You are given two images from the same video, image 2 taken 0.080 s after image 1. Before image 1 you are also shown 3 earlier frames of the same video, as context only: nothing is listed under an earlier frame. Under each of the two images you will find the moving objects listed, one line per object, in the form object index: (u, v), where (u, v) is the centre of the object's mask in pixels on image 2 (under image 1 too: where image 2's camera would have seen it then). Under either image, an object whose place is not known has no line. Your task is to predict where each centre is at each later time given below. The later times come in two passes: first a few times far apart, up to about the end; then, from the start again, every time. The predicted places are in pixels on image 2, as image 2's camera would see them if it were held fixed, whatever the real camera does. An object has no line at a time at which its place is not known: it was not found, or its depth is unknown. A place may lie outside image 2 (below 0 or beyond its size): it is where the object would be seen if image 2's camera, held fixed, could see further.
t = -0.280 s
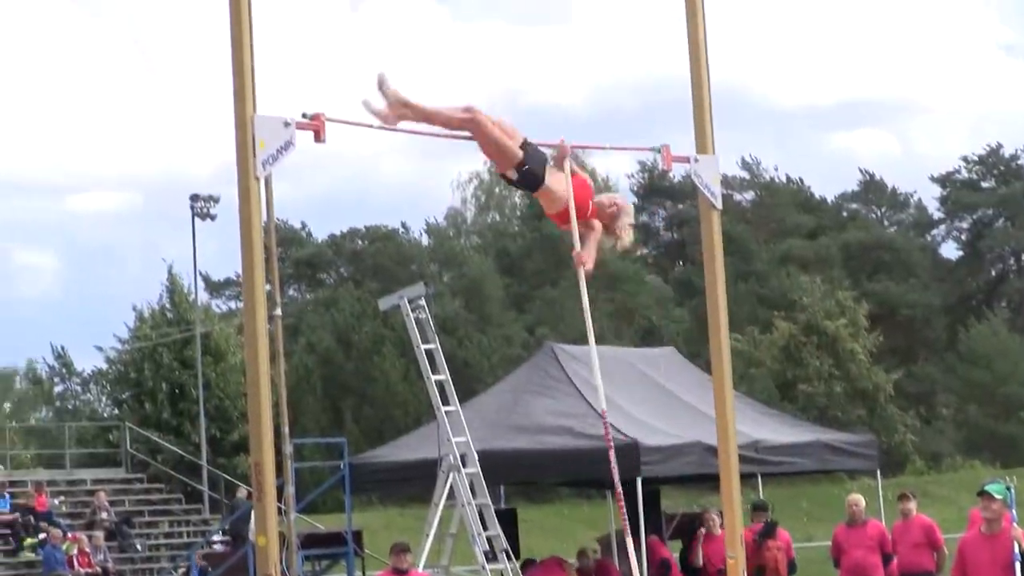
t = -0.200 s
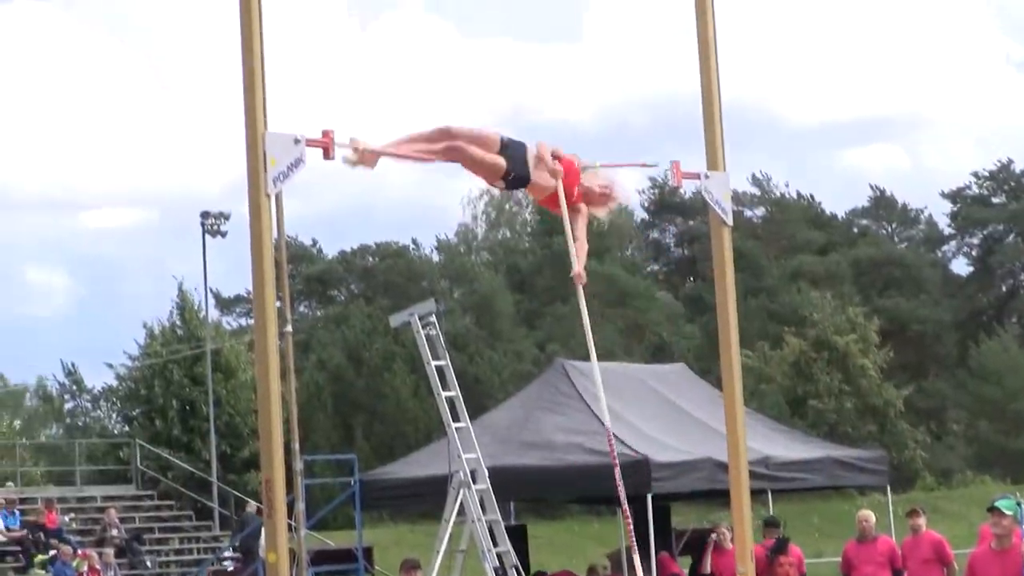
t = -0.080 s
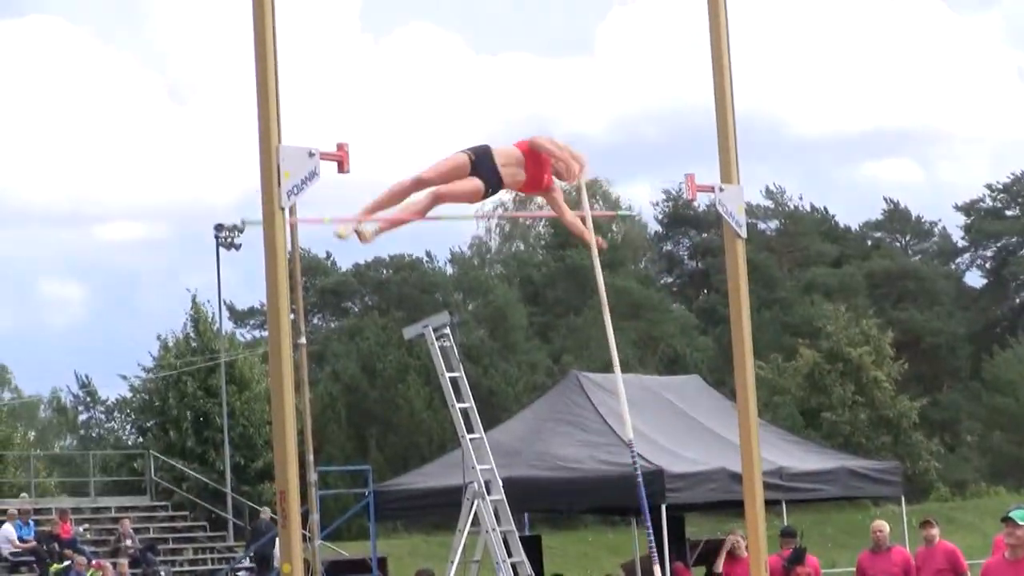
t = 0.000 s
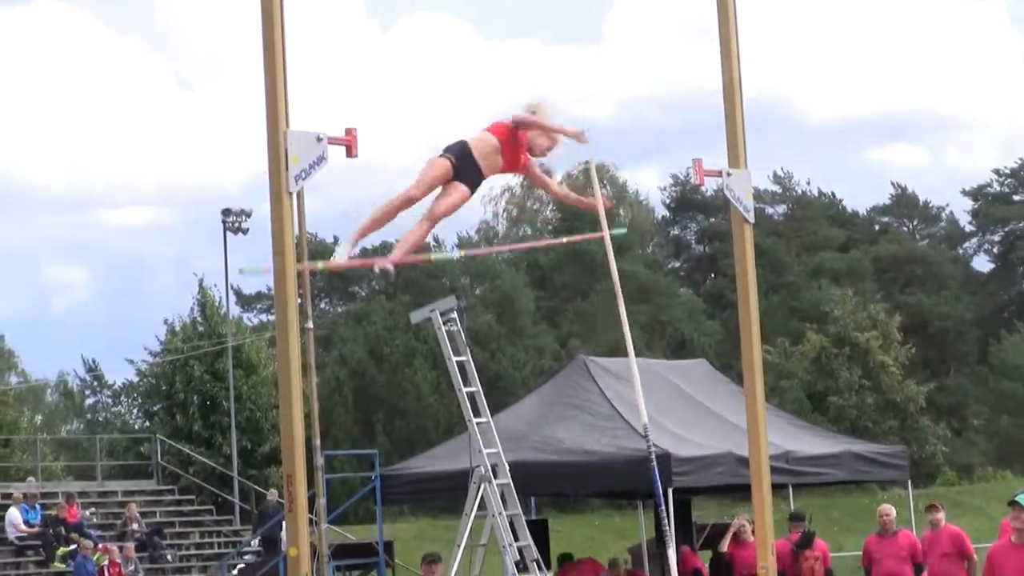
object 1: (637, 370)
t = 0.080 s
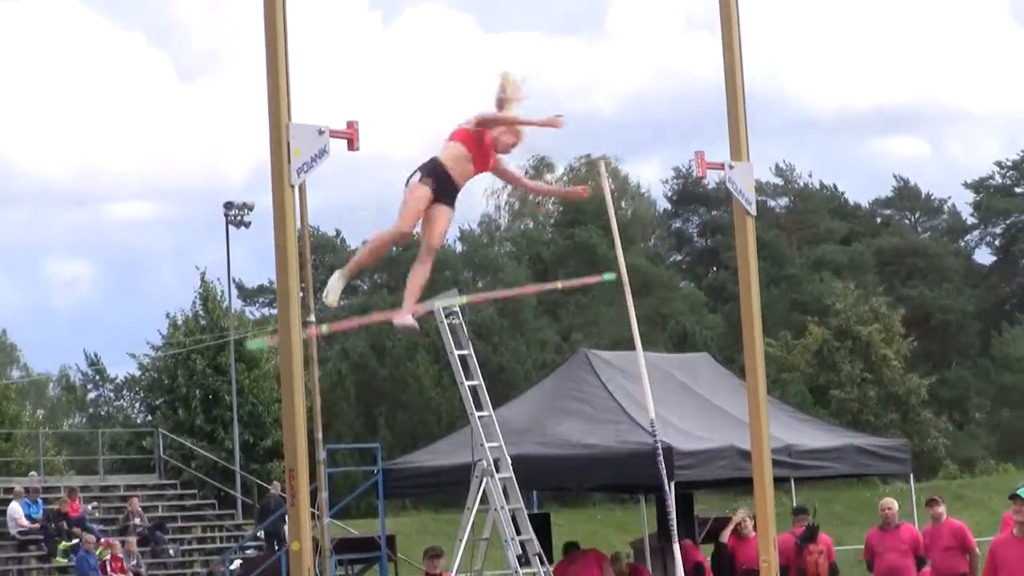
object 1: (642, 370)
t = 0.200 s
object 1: (648, 378)
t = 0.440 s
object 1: (655, 417)
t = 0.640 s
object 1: (659, 499)
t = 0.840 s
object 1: (652, 548)
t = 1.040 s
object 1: (661, 642)
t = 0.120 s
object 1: (645, 373)
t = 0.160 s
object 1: (646, 374)
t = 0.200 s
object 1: (648, 378)
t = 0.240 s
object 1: (650, 382)
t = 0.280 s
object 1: (650, 383)
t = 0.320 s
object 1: (651, 389)
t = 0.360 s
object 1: (652, 394)
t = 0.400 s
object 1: (653, 403)
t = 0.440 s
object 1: (655, 417)
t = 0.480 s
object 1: (657, 434)
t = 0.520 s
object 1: (658, 452)
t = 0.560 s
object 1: (660, 468)
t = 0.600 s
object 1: (662, 487)
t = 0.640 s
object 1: (659, 499)
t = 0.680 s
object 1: (658, 508)
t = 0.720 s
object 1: (657, 513)
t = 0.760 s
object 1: (657, 522)
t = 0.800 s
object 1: (654, 536)
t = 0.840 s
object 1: (652, 548)
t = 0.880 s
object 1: (651, 564)
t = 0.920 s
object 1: (651, 585)
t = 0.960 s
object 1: (652, 604)
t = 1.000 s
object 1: (655, 621)
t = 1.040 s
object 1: (661, 642)
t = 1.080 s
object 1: (668, 661)
